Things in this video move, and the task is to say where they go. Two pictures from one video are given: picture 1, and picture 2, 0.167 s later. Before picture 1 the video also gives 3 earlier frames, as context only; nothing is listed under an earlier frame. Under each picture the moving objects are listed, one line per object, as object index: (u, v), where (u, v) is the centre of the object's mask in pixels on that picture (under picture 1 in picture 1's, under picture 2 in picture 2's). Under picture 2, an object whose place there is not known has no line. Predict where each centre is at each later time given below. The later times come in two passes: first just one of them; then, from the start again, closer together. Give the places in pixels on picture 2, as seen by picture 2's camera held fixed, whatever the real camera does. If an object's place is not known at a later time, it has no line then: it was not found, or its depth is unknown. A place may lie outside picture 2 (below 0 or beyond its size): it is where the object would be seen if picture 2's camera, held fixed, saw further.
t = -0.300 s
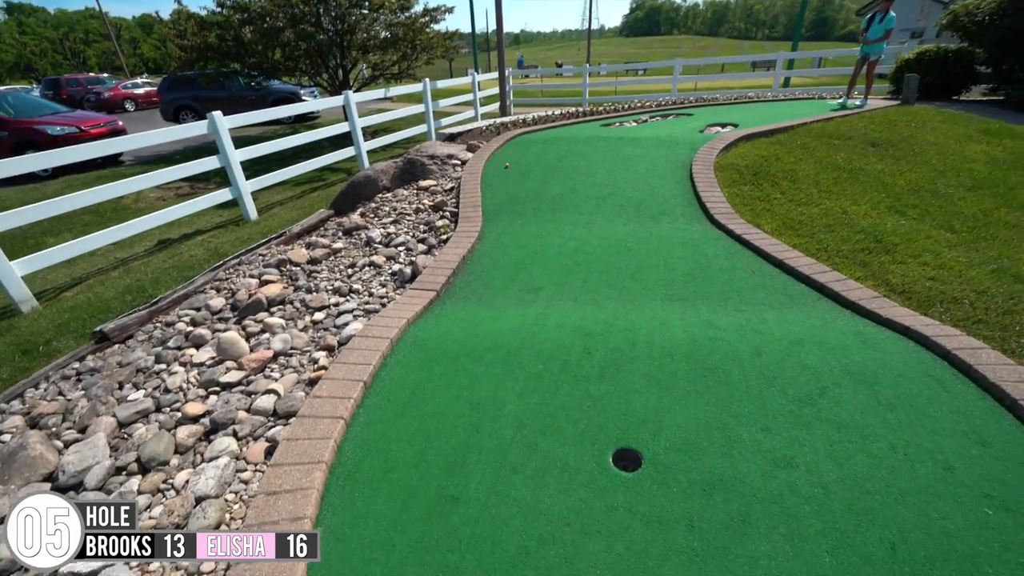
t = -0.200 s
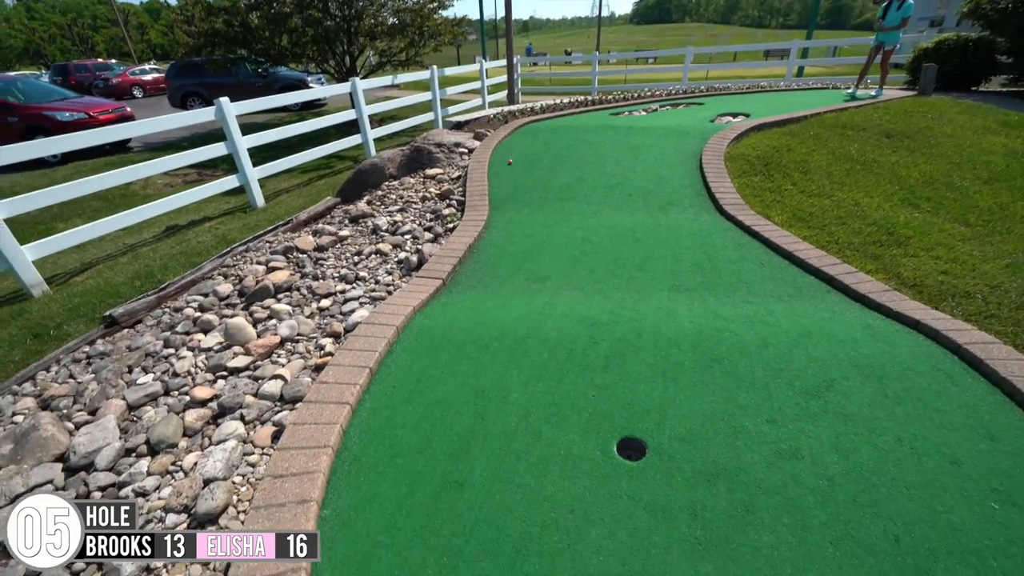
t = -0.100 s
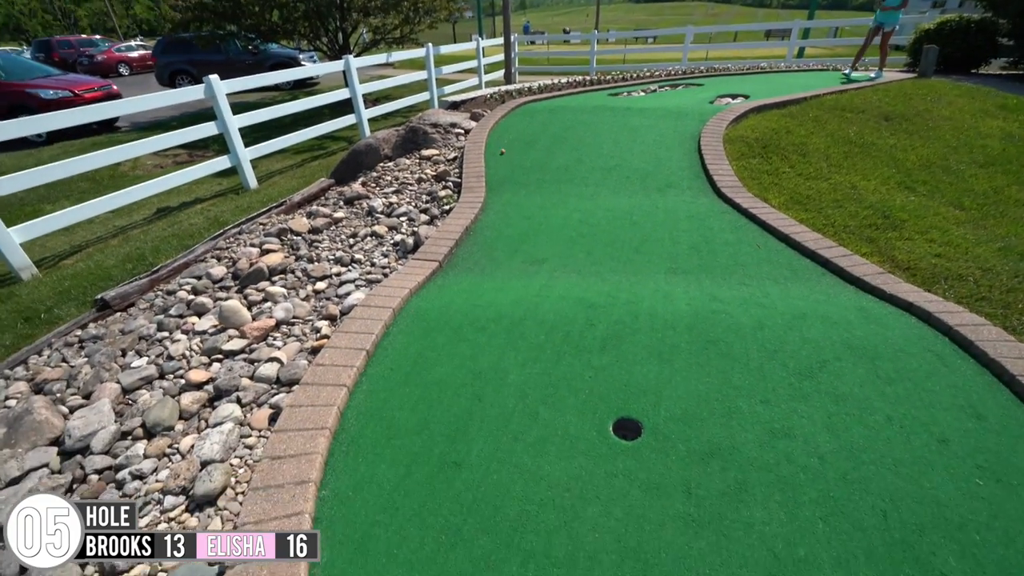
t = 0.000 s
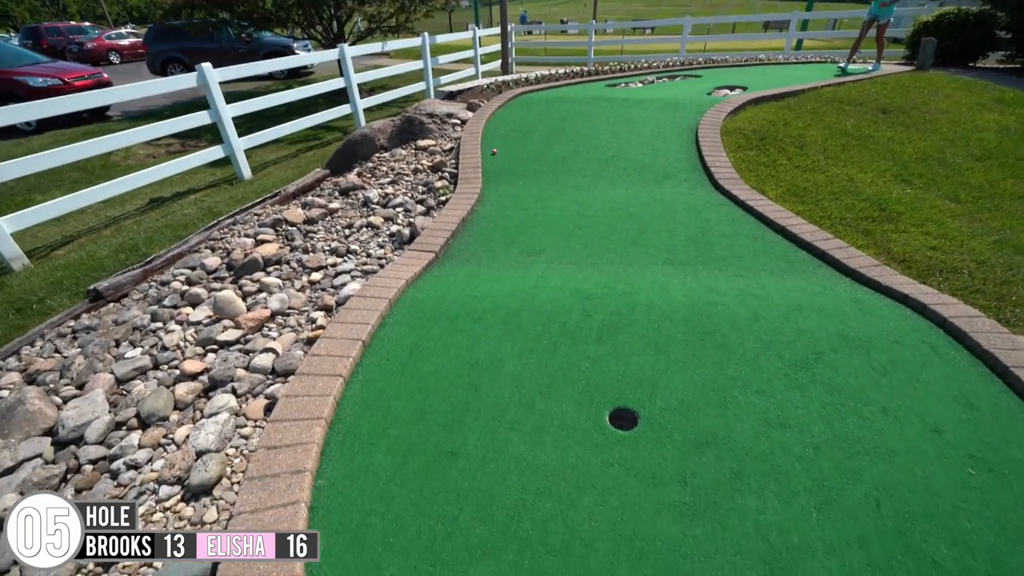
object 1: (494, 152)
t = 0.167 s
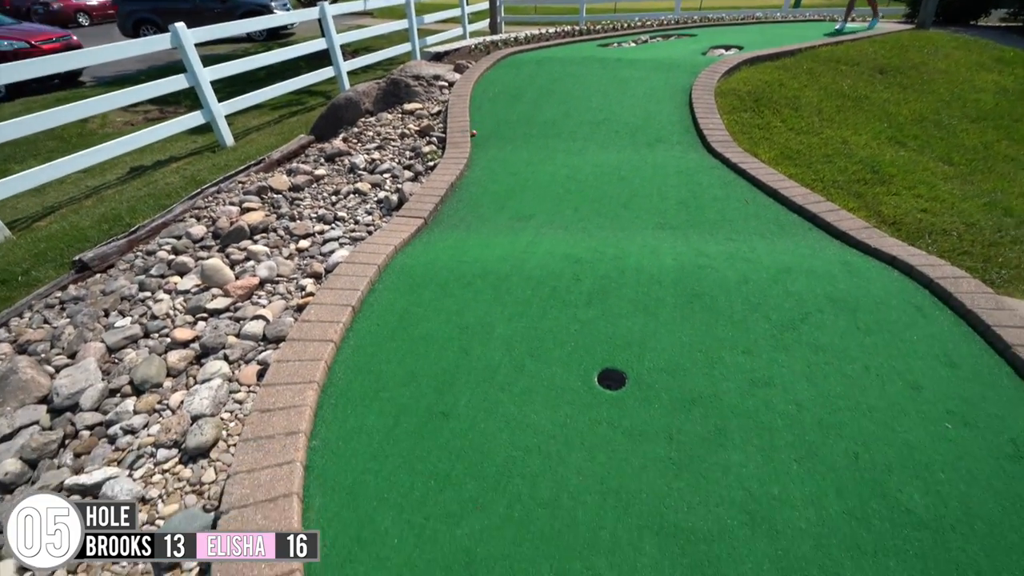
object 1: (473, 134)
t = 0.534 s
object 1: (491, 170)
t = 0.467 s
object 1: (487, 164)
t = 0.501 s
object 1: (489, 167)
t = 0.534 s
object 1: (491, 170)
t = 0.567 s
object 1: (493, 174)
